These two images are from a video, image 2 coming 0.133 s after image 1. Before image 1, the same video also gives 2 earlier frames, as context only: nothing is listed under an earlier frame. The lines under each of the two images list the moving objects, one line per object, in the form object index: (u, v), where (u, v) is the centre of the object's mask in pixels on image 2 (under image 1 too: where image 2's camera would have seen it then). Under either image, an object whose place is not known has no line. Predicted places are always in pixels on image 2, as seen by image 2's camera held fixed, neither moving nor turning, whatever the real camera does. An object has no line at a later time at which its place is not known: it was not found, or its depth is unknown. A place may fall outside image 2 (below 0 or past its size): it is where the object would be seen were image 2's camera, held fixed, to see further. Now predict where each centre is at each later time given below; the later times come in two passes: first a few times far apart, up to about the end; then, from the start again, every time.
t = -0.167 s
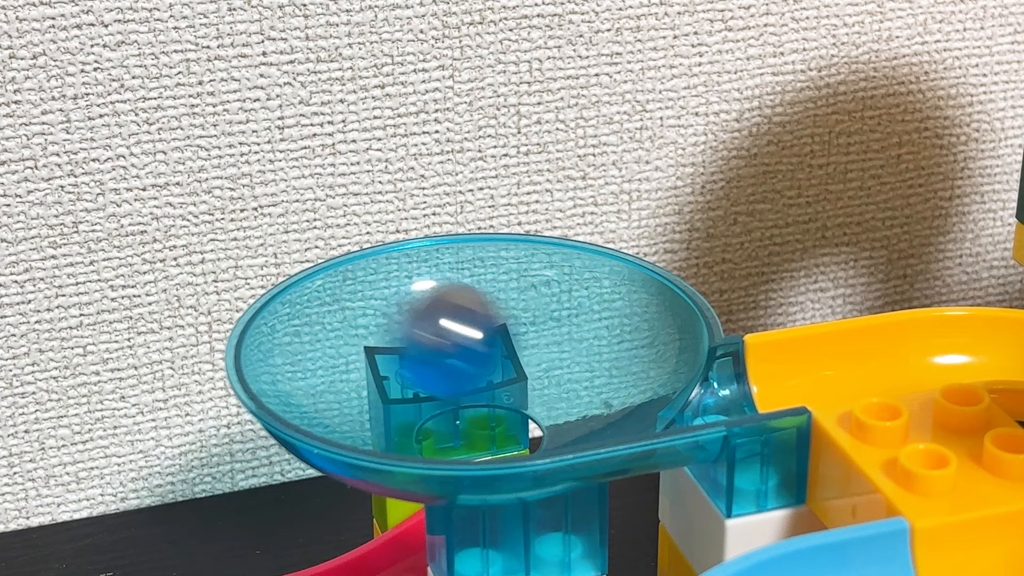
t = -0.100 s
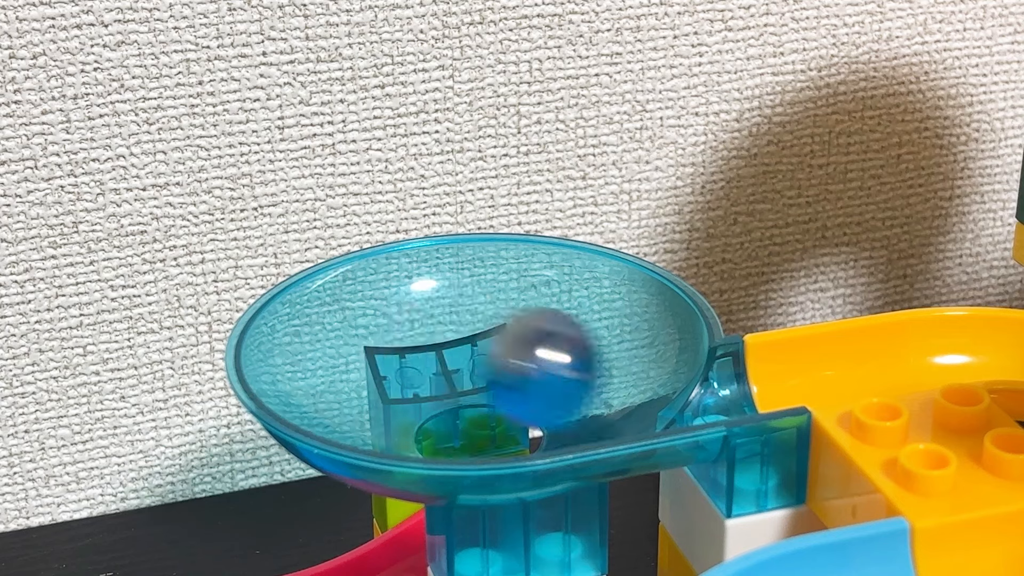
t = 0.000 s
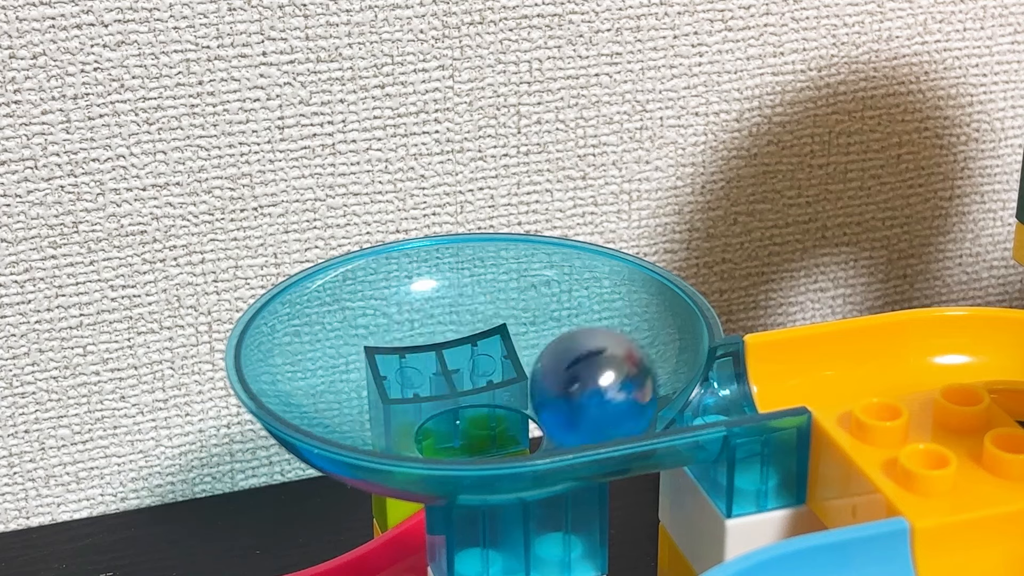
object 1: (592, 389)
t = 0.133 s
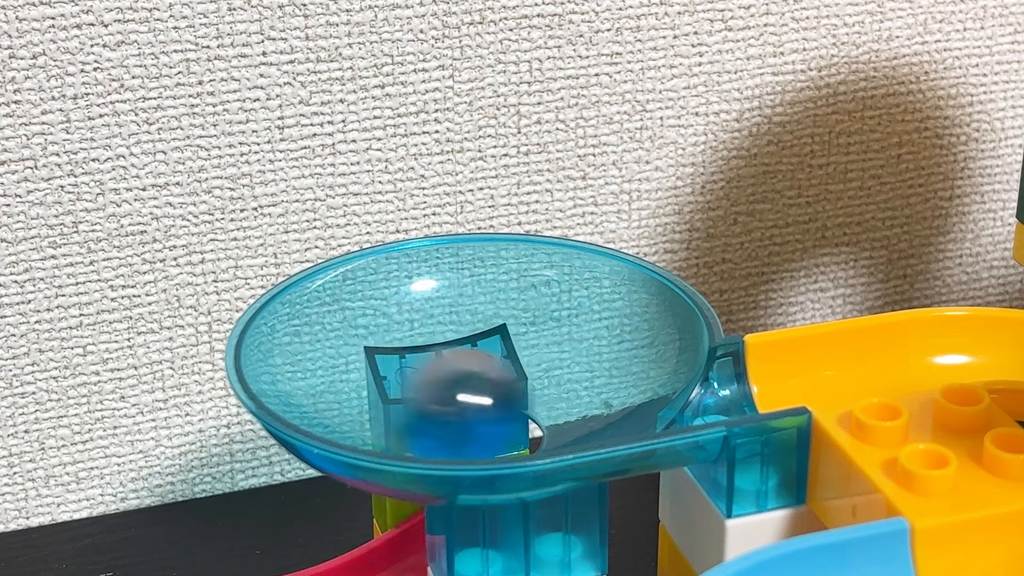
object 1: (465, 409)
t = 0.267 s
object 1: (359, 354)
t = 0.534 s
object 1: (572, 385)
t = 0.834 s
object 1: (375, 364)
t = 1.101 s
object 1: (517, 398)
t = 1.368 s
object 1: (435, 396)
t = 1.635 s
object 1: (469, 391)
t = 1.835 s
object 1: (491, 406)
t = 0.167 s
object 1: (423, 403)
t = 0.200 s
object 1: (390, 389)
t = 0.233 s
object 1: (366, 370)
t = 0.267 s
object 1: (359, 354)
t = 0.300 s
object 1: (367, 345)
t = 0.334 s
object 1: (389, 344)
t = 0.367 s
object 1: (421, 349)
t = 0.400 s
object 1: (460, 353)
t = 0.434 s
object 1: (494, 360)
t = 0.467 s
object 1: (527, 367)
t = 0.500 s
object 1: (554, 378)
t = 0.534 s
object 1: (572, 385)
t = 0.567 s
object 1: (576, 390)
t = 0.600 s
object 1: (568, 396)
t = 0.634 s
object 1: (546, 403)
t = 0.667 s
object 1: (516, 408)
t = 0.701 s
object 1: (480, 409)
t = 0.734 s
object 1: (444, 405)
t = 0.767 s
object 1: (415, 396)
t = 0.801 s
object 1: (391, 382)
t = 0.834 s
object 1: (375, 364)
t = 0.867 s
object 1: (373, 352)
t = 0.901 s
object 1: (383, 345)
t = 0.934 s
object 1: (403, 345)
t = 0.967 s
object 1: (430, 349)
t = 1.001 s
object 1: (463, 357)
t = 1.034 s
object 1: (493, 367)
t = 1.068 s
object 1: (517, 384)
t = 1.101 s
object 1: (517, 398)
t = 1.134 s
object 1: (505, 406)
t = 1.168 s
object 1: (493, 411)
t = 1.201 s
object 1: (480, 414)
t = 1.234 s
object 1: (467, 414)
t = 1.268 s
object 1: (456, 413)
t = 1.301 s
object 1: (445, 410)
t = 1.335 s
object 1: (438, 404)
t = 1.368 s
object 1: (435, 396)
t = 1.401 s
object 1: (448, 384)
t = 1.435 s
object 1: (481, 374)
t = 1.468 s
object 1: (509, 373)
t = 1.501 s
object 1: (522, 381)
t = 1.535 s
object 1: (519, 391)
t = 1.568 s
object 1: (498, 403)
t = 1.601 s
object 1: (467, 407)
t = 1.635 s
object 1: (469, 391)
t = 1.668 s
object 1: (496, 384)
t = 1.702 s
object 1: (500, 397)
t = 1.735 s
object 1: (474, 408)
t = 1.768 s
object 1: (470, 394)
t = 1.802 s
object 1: (495, 389)
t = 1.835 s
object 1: (491, 406)
